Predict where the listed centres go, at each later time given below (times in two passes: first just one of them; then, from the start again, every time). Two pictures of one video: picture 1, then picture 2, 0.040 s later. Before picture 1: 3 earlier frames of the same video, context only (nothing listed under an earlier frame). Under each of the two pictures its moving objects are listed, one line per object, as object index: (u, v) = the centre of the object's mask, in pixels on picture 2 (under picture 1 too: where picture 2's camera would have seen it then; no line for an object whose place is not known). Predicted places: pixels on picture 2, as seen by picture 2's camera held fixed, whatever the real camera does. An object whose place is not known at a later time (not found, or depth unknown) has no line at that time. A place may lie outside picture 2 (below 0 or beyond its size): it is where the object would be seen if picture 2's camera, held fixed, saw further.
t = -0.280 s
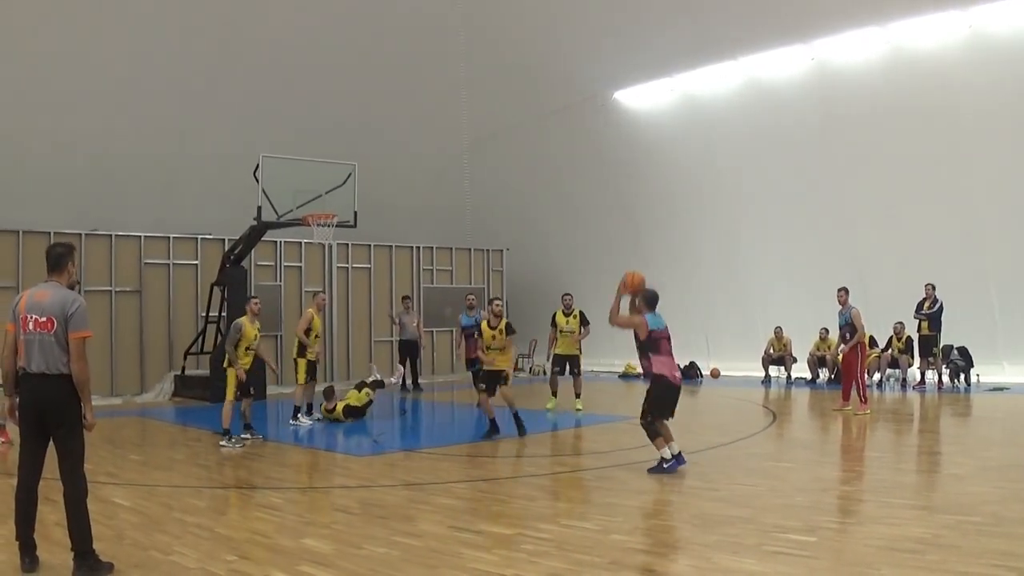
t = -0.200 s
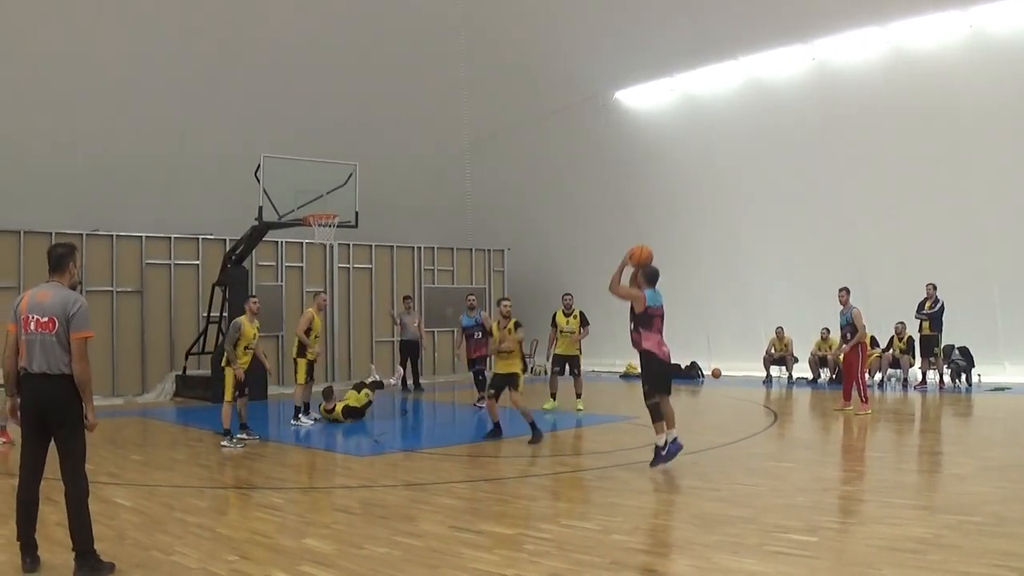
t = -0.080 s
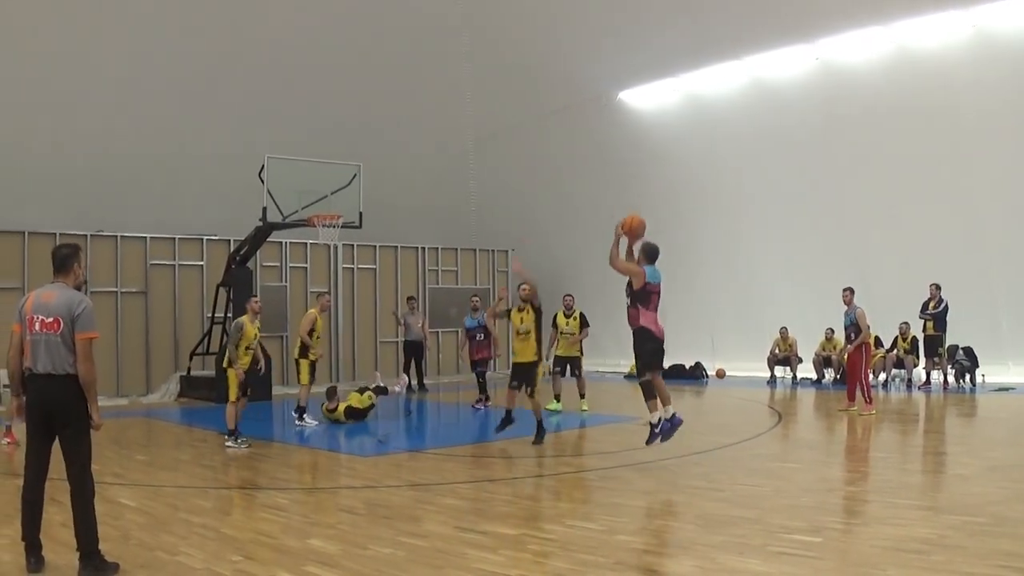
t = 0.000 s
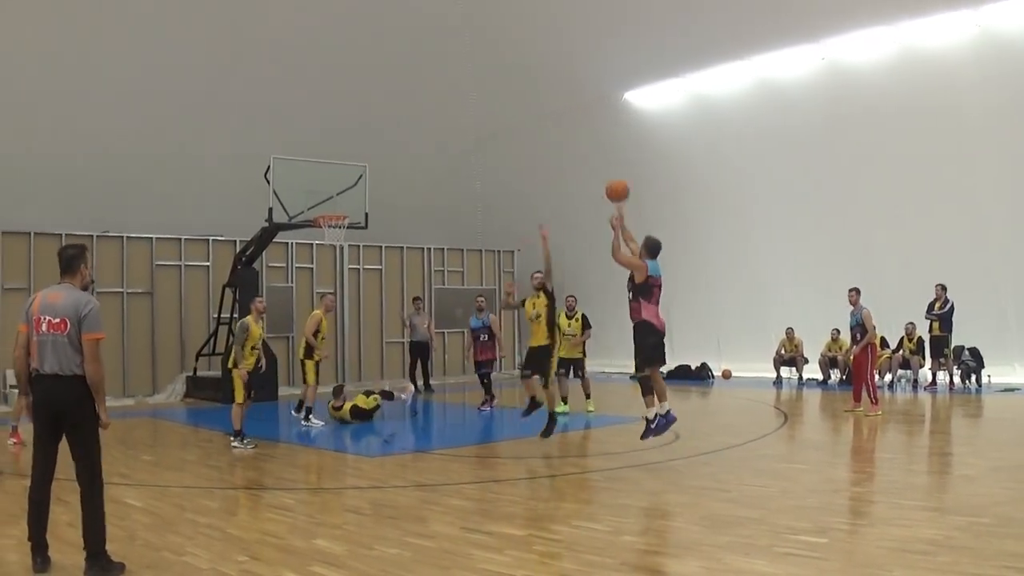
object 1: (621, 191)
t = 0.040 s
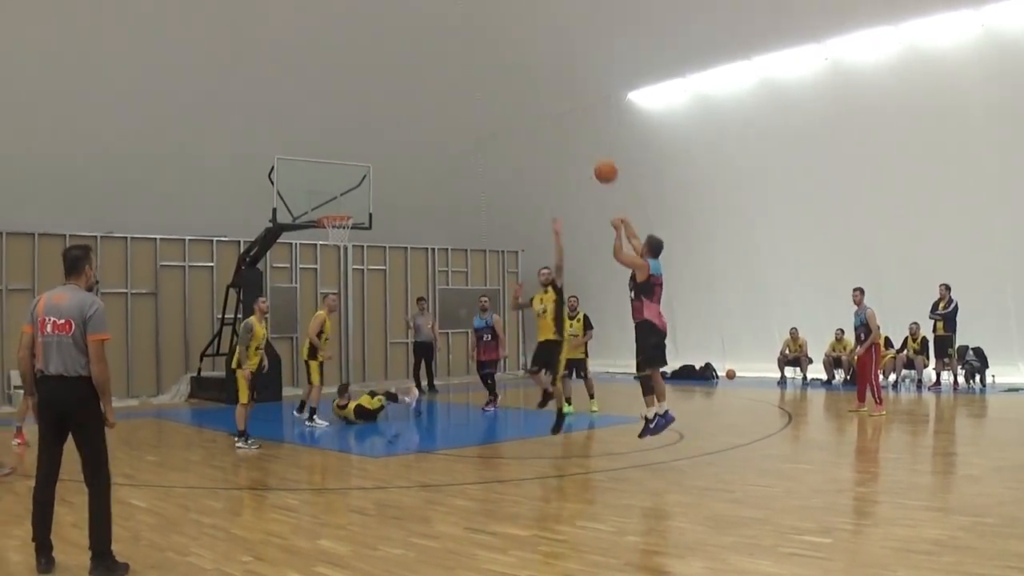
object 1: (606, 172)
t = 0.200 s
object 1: (555, 116)
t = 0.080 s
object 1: (592, 154)
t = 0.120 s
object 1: (579, 140)
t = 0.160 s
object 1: (567, 127)
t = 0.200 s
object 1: (555, 116)
